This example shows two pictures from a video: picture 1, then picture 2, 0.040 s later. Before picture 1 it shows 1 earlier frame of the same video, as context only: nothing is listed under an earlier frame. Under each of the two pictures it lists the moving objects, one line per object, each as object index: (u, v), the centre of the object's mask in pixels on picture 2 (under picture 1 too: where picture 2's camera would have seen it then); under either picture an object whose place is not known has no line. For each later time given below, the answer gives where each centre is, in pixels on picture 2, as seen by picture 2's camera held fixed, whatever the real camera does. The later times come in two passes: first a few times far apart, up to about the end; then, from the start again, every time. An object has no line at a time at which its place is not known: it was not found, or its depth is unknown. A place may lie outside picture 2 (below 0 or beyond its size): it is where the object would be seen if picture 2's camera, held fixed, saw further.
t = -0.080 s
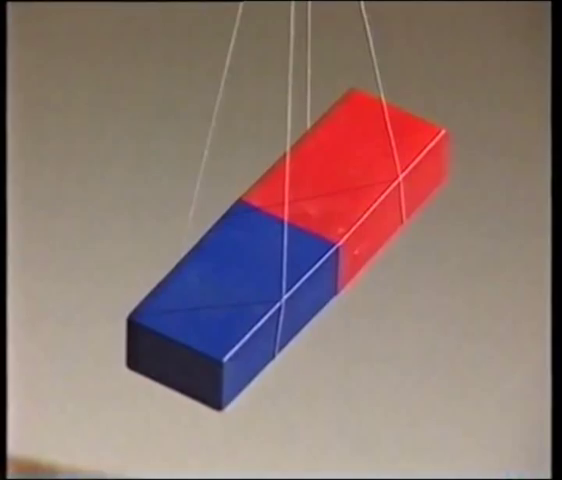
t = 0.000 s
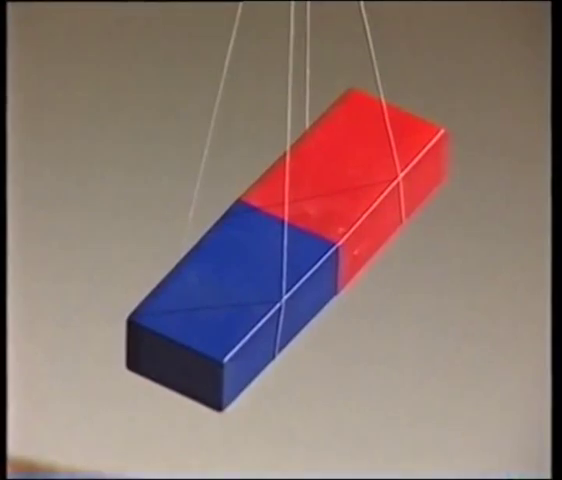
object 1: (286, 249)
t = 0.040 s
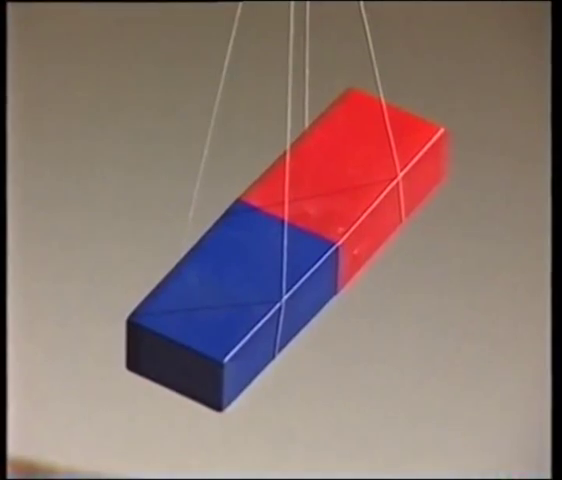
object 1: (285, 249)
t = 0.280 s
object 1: (288, 249)
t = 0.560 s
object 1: (291, 250)
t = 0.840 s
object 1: (293, 252)
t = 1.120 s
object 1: (294, 254)
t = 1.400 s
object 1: (292, 253)
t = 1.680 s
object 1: (287, 252)
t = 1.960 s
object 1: (283, 249)
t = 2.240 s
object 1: (281, 247)
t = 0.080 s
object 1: (285, 249)
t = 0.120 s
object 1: (285, 249)
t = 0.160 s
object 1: (286, 249)
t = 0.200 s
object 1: (286, 249)
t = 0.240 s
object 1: (287, 249)
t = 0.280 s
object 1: (288, 249)
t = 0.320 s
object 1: (288, 249)
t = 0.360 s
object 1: (289, 249)
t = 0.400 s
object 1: (289, 249)
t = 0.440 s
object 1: (290, 249)
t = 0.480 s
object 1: (291, 250)
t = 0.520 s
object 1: (291, 250)
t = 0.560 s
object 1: (291, 250)
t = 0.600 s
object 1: (292, 250)
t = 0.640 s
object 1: (292, 251)
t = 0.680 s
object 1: (292, 251)
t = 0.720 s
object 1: (293, 252)
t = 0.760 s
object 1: (293, 252)
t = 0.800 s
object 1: (293, 252)
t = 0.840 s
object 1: (293, 252)
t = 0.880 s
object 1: (293, 252)
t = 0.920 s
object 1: (294, 253)
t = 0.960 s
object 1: (294, 253)
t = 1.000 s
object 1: (294, 253)
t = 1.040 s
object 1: (294, 253)
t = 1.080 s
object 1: (294, 253)
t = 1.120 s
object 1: (294, 254)
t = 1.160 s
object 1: (293, 254)
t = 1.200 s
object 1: (293, 254)
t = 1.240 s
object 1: (293, 254)
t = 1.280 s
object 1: (293, 254)
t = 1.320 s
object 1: (292, 254)
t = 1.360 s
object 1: (292, 254)
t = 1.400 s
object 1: (292, 253)
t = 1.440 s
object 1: (291, 253)
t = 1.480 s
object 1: (291, 252)
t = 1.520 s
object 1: (291, 252)
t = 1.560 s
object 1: (291, 252)
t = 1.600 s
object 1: (290, 252)
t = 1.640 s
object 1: (288, 252)
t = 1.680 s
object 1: (287, 252)
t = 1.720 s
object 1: (286, 250)
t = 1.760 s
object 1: (285, 250)
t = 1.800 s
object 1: (284, 250)
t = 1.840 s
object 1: (284, 249)
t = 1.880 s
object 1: (284, 249)
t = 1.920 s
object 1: (284, 249)
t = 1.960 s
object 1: (283, 249)
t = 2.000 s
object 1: (283, 248)
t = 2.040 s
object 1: (282, 248)
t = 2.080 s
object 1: (282, 247)
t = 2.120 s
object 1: (281, 247)
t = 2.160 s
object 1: (281, 247)
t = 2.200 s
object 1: (281, 247)
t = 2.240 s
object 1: (281, 247)
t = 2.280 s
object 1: (281, 247)
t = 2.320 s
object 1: (282, 247)
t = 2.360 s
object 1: (279, 246)
